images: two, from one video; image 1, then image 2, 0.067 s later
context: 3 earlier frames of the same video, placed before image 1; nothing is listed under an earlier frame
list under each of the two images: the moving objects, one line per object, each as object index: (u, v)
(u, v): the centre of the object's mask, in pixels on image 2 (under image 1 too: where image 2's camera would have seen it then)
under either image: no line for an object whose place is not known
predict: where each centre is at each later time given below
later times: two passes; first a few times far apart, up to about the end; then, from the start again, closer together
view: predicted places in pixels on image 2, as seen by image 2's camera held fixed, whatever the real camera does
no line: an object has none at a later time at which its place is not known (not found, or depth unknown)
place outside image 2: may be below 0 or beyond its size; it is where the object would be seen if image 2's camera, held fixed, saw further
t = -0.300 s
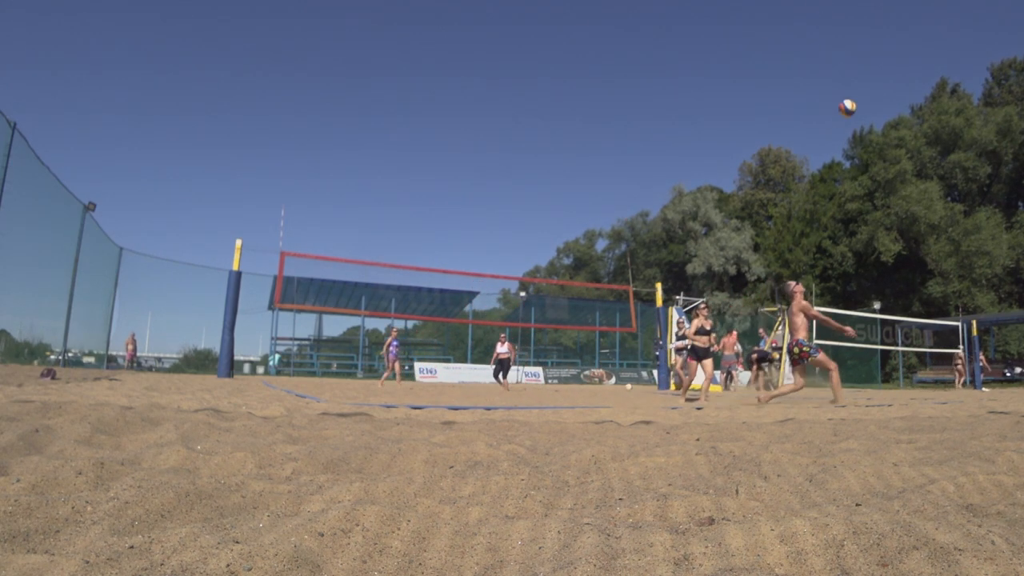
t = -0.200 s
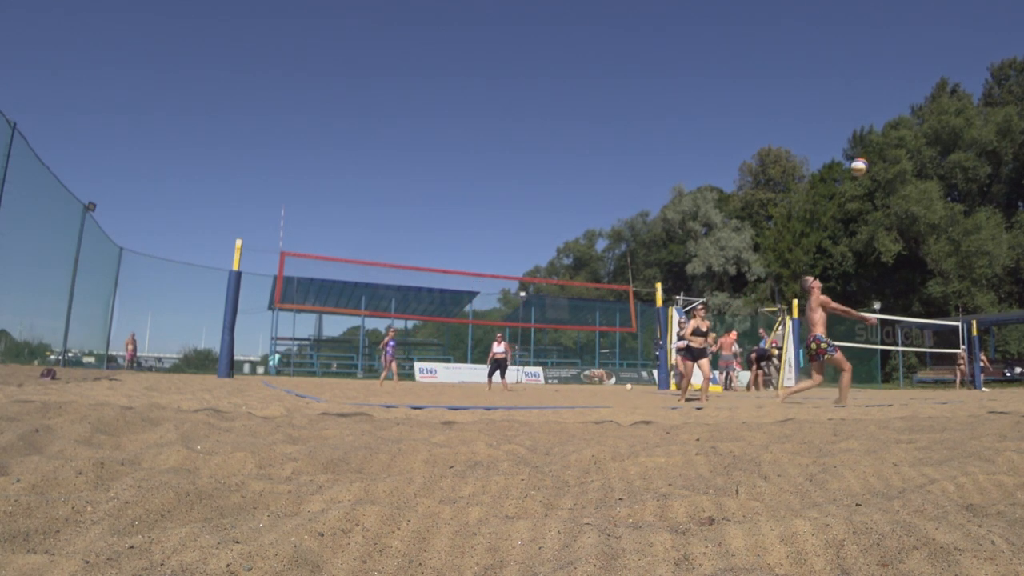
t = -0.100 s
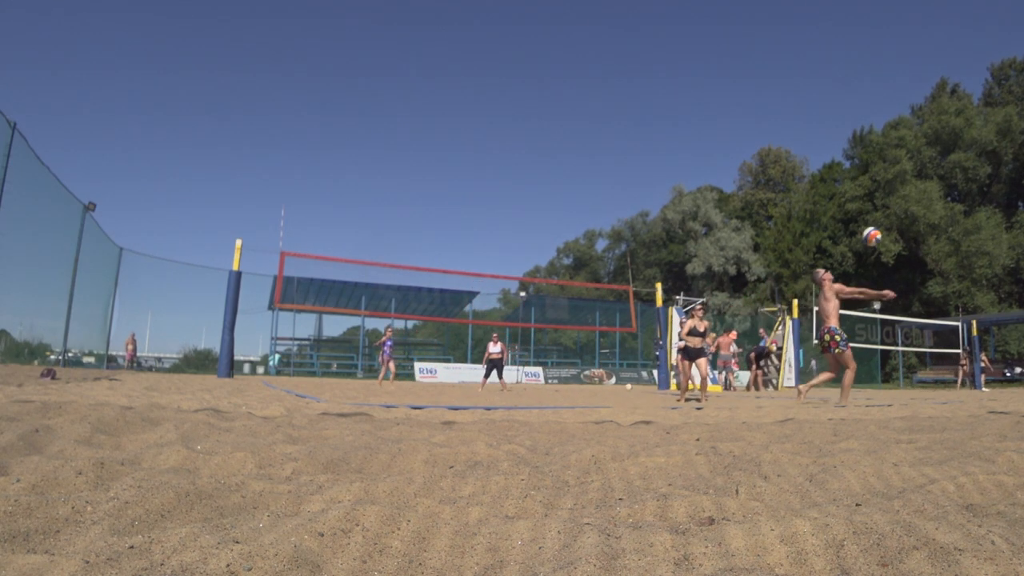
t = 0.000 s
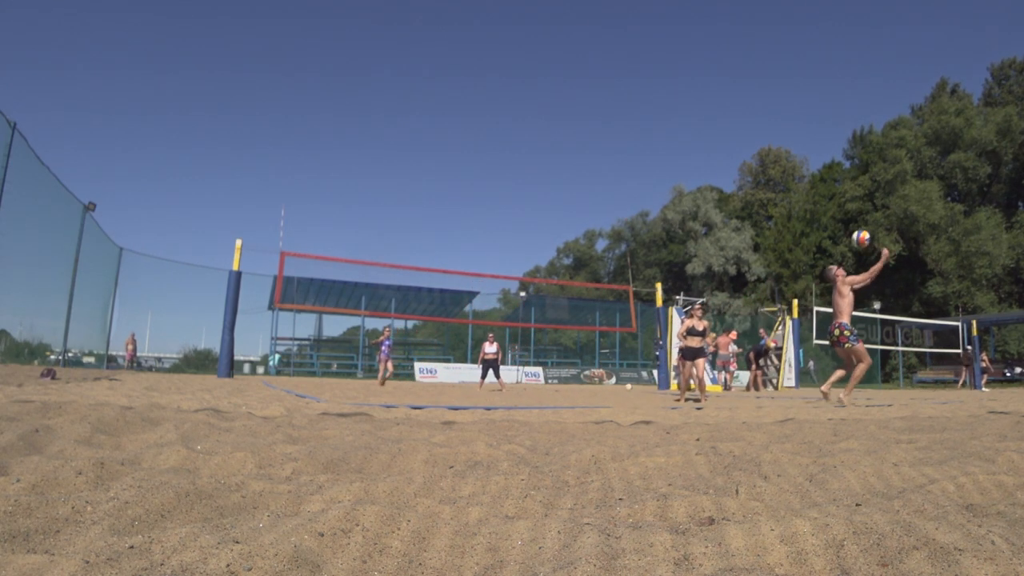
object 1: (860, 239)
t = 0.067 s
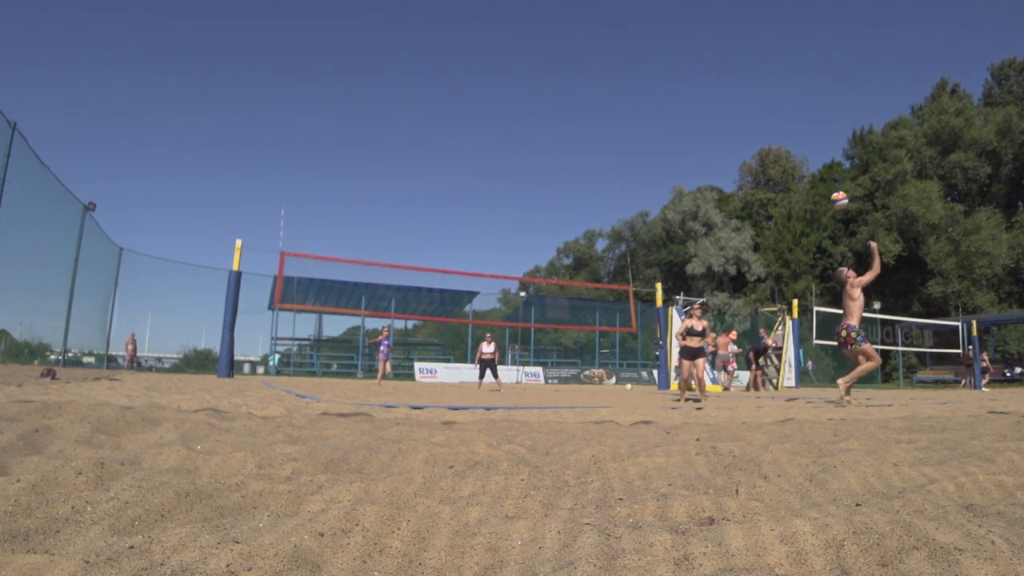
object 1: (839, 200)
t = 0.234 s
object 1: (790, 129)
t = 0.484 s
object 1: (728, 73)
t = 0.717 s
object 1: (681, 63)
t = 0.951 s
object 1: (641, 84)
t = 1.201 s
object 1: (605, 136)
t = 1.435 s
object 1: (574, 213)
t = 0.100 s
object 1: (829, 183)
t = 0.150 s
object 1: (814, 160)
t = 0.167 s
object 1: (809, 153)
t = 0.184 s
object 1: (804, 147)
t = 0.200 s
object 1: (799, 140)
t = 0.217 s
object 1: (795, 134)
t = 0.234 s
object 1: (790, 129)
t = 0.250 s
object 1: (786, 123)
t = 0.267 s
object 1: (781, 118)
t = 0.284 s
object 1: (776, 113)
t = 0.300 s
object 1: (772, 109)
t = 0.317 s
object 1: (768, 104)
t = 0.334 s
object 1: (764, 100)
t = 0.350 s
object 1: (760, 96)
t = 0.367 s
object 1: (755, 93)
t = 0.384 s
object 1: (751, 89)
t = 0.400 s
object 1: (747, 87)
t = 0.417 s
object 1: (744, 83)
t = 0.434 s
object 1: (739, 81)
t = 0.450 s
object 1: (736, 78)
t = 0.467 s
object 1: (732, 76)
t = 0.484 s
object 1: (728, 73)
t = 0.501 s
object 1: (724, 72)
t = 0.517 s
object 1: (721, 70)
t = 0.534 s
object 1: (717, 68)
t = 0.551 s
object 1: (714, 66)
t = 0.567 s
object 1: (710, 66)
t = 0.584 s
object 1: (707, 64)
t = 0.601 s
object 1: (703, 64)
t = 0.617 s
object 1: (700, 63)
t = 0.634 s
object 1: (697, 63)
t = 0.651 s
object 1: (694, 63)
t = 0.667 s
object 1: (690, 63)
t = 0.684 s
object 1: (687, 63)
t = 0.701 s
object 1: (684, 63)
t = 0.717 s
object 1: (681, 63)
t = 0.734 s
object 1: (678, 64)
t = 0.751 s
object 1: (675, 64)
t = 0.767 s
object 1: (672, 65)
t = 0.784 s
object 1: (669, 66)
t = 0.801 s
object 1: (666, 67)
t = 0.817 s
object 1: (663, 69)
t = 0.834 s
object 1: (660, 70)
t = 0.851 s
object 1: (657, 72)
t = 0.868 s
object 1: (655, 73)
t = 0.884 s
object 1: (652, 76)
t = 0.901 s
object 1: (649, 77)
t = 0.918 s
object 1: (646, 79)
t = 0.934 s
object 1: (644, 82)
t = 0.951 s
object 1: (641, 84)
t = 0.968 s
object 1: (639, 86)
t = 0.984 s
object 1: (636, 89)
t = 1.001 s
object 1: (633, 92)
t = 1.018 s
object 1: (630, 95)
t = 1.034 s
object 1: (628, 98)
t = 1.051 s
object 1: (625, 102)
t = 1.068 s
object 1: (623, 105)
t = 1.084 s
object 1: (621, 109)
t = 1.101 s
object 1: (618, 113)
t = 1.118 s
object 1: (616, 116)
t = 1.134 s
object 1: (613, 120)
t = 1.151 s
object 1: (611, 124)
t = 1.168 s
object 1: (609, 128)
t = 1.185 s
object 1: (607, 132)
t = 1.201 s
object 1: (605, 136)
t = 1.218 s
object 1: (602, 141)
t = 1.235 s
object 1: (599, 146)
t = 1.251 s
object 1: (597, 151)
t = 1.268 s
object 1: (595, 156)
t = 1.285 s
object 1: (593, 161)
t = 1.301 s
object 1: (591, 166)
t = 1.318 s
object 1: (589, 172)
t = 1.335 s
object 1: (587, 177)
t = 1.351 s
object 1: (584, 183)
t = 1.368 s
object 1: (582, 189)
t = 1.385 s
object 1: (580, 195)
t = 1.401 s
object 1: (579, 200)
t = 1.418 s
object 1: (576, 206)
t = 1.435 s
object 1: (574, 213)
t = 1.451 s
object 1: (572, 219)
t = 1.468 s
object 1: (570, 226)
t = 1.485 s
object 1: (568, 233)
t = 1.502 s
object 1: (566, 239)
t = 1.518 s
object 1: (564, 246)
